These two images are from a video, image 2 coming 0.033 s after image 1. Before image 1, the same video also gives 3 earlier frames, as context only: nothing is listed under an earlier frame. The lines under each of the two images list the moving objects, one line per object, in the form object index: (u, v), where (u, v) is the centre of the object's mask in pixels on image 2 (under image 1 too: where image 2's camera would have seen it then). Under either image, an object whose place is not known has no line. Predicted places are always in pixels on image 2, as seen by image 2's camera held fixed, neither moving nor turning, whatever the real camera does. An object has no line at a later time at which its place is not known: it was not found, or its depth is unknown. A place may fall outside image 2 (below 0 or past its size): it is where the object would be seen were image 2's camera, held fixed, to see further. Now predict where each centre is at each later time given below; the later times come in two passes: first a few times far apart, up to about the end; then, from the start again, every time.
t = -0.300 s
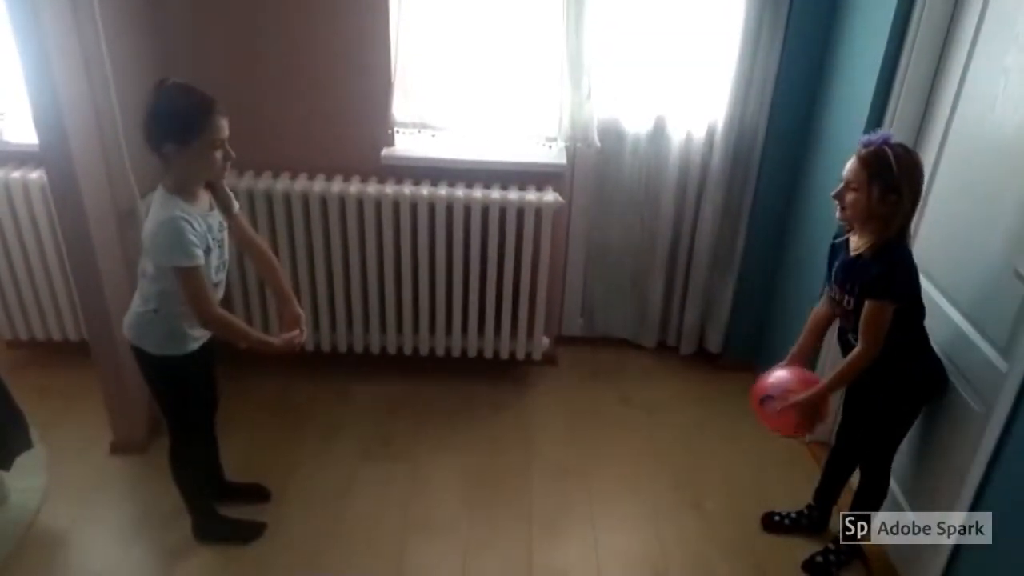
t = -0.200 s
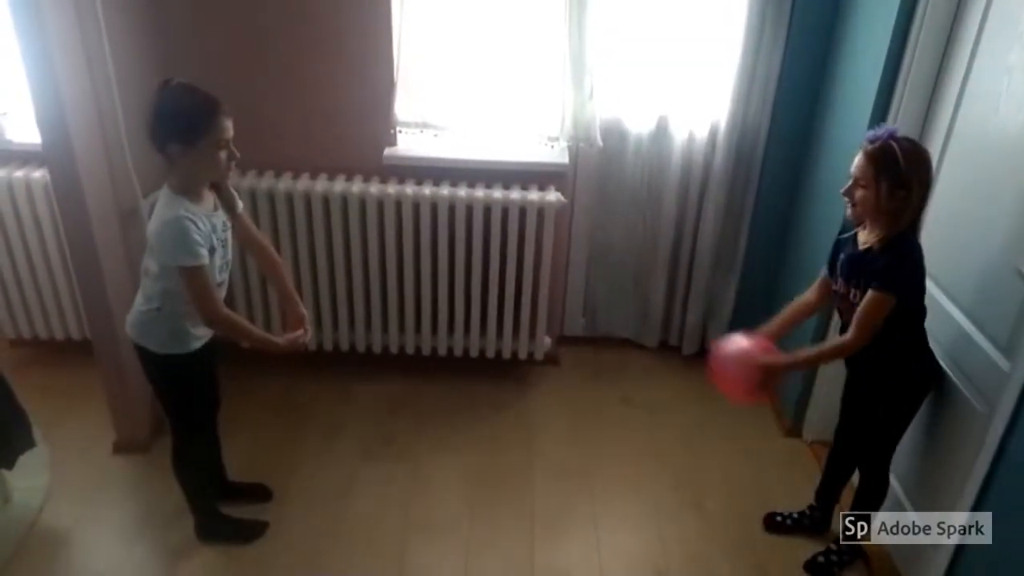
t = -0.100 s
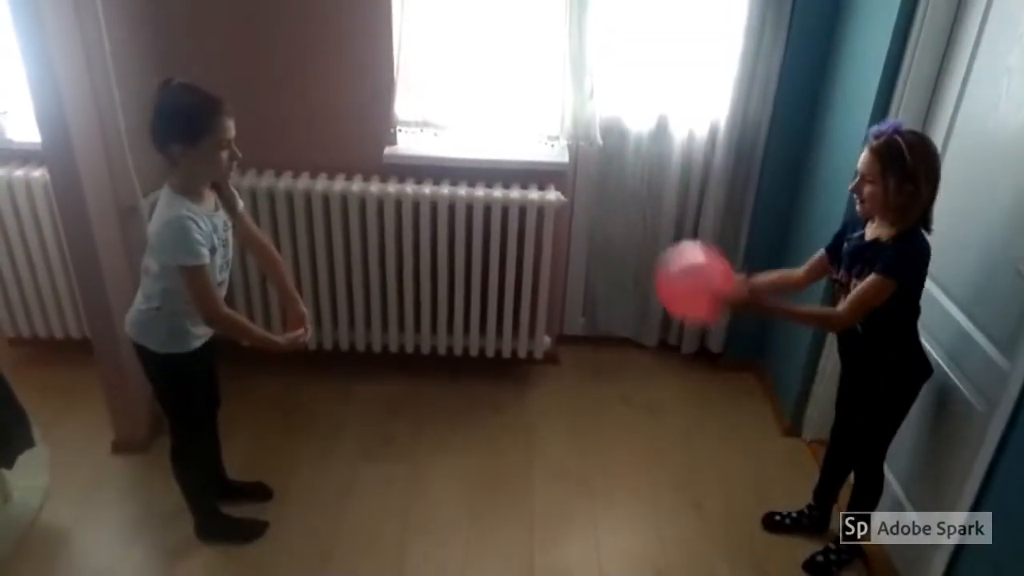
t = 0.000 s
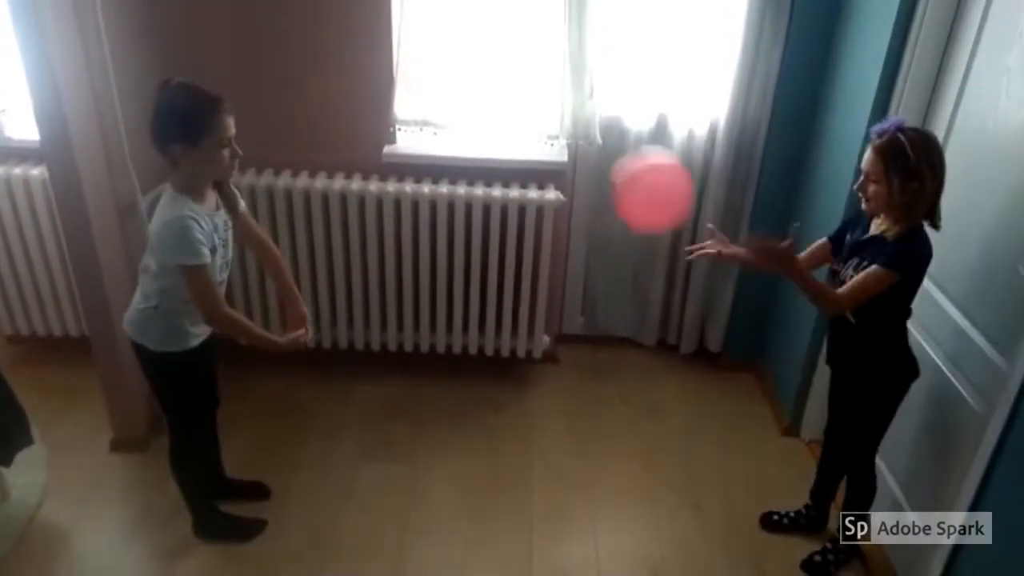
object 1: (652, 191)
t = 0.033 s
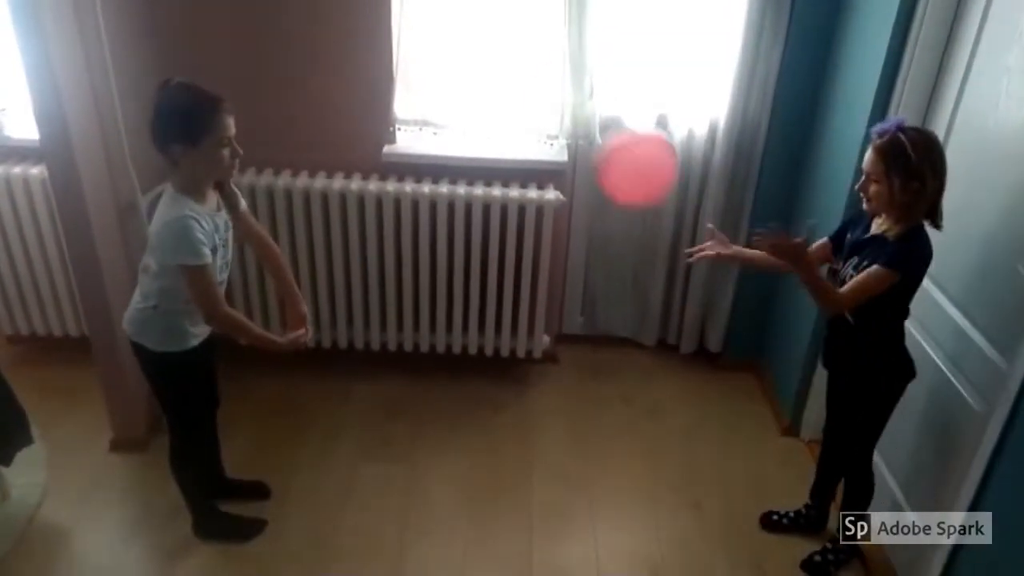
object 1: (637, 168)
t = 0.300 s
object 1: (492, 91)
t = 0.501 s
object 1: (393, 201)
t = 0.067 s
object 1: (622, 147)
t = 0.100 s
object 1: (603, 126)
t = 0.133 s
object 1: (586, 110)
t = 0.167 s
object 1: (568, 98)
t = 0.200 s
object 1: (551, 89)
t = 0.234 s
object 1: (531, 85)
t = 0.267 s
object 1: (512, 86)
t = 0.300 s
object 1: (492, 91)
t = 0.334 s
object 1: (474, 101)
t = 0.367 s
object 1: (455, 114)
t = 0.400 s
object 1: (436, 134)
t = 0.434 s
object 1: (419, 153)
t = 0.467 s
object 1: (406, 177)
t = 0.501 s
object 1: (393, 201)
